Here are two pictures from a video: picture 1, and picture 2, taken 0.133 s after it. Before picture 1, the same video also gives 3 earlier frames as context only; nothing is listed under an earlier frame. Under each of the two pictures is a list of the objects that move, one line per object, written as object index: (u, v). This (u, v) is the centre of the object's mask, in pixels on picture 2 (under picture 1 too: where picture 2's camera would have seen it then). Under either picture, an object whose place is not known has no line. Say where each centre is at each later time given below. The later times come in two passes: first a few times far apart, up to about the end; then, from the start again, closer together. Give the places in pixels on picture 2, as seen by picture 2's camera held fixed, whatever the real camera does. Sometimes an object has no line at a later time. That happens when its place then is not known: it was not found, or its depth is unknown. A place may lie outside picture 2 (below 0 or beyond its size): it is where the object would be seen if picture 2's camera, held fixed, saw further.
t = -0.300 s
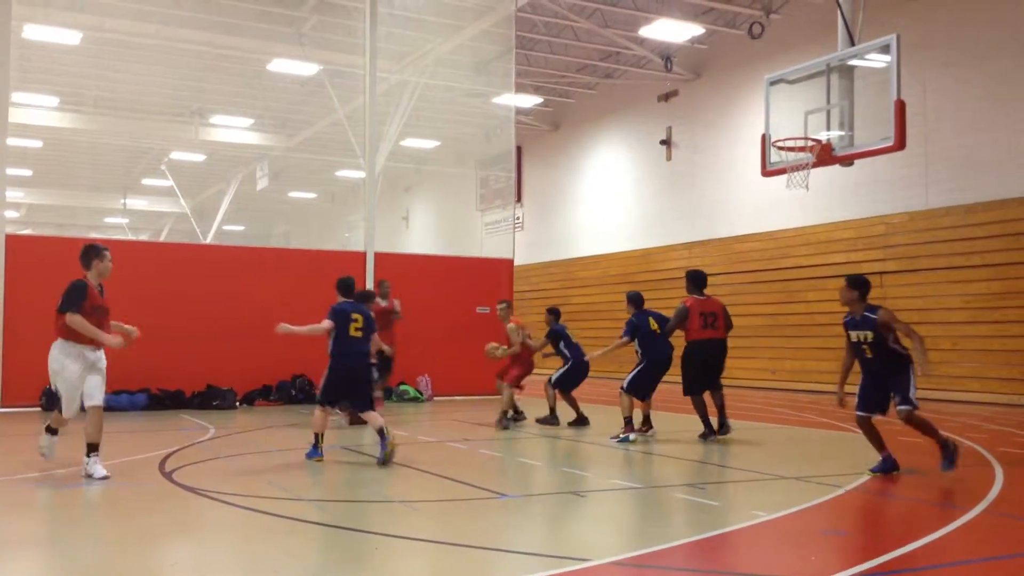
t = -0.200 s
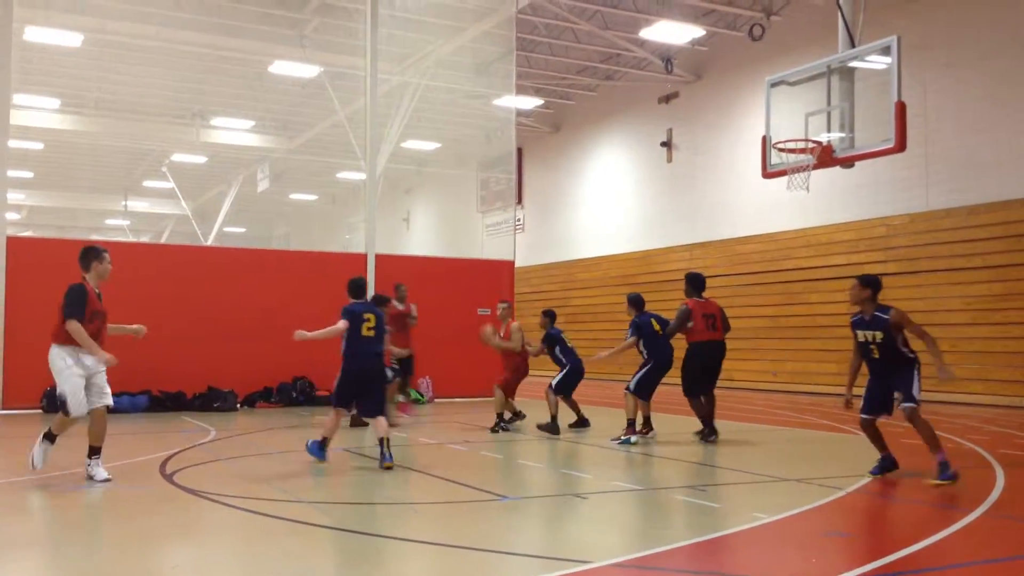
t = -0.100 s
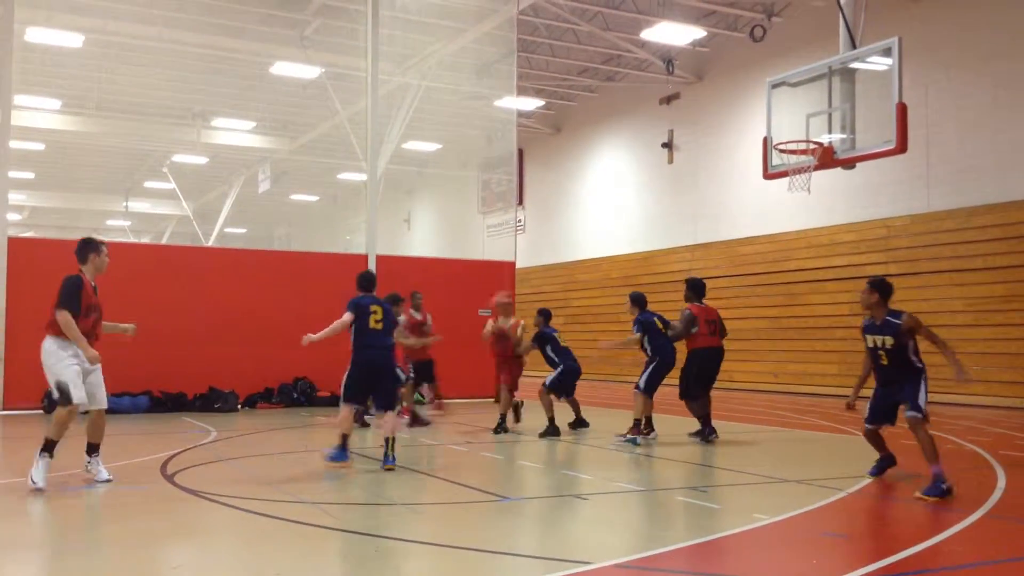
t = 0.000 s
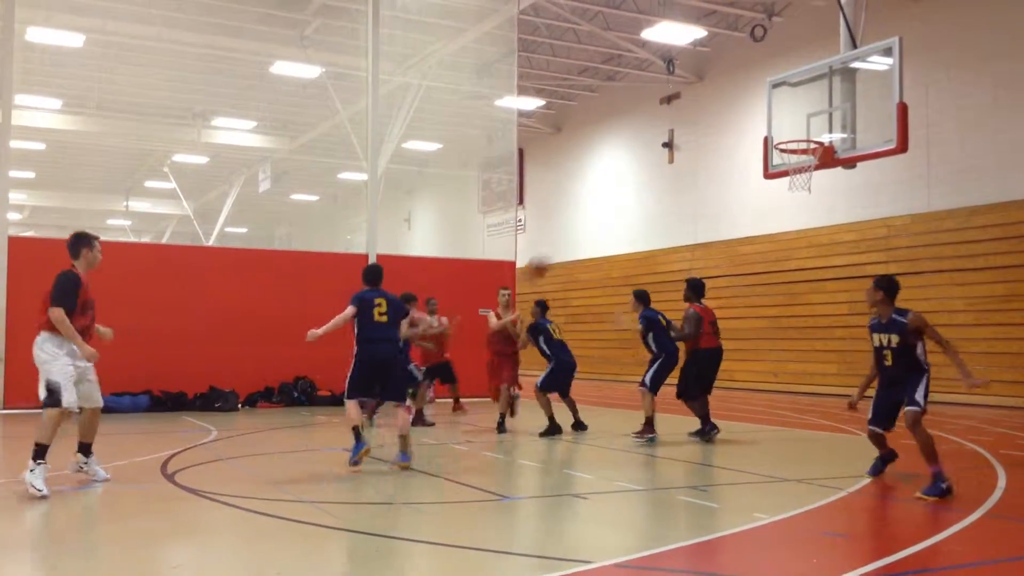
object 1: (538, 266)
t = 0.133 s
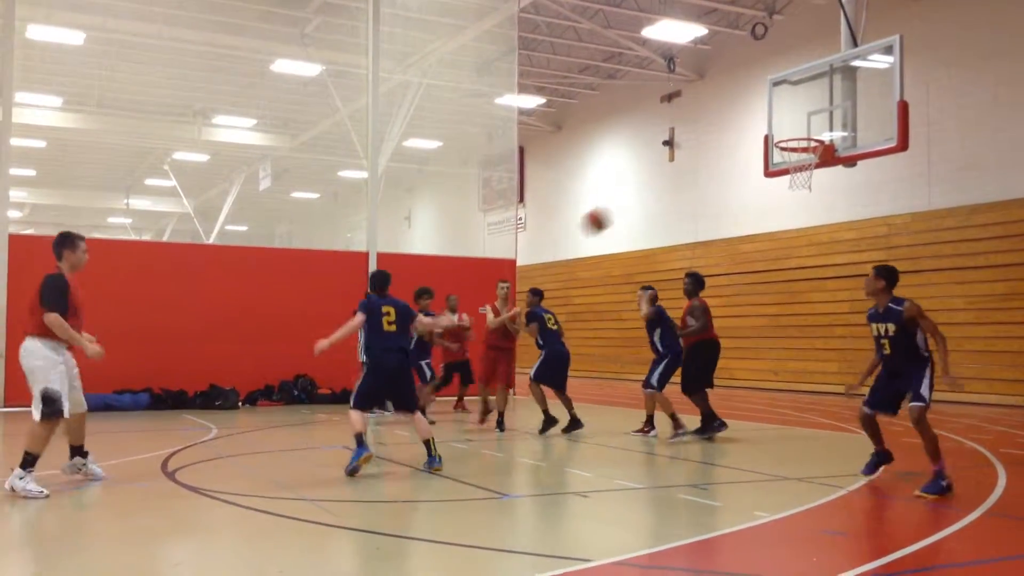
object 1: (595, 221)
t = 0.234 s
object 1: (651, 190)
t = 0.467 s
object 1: (847, 132)
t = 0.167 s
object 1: (613, 210)
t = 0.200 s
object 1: (632, 200)
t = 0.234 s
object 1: (651, 190)
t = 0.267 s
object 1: (673, 179)
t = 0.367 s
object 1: (748, 153)
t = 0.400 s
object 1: (778, 142)
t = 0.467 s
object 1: (847, 132)
